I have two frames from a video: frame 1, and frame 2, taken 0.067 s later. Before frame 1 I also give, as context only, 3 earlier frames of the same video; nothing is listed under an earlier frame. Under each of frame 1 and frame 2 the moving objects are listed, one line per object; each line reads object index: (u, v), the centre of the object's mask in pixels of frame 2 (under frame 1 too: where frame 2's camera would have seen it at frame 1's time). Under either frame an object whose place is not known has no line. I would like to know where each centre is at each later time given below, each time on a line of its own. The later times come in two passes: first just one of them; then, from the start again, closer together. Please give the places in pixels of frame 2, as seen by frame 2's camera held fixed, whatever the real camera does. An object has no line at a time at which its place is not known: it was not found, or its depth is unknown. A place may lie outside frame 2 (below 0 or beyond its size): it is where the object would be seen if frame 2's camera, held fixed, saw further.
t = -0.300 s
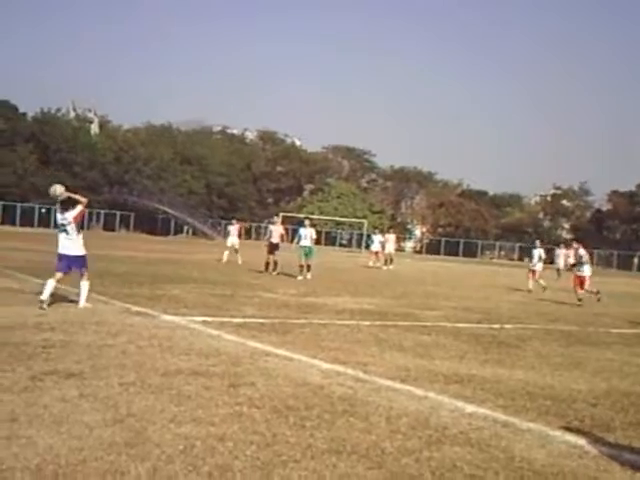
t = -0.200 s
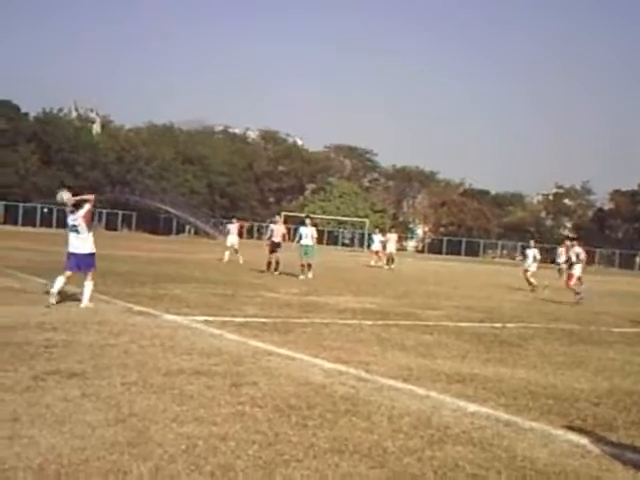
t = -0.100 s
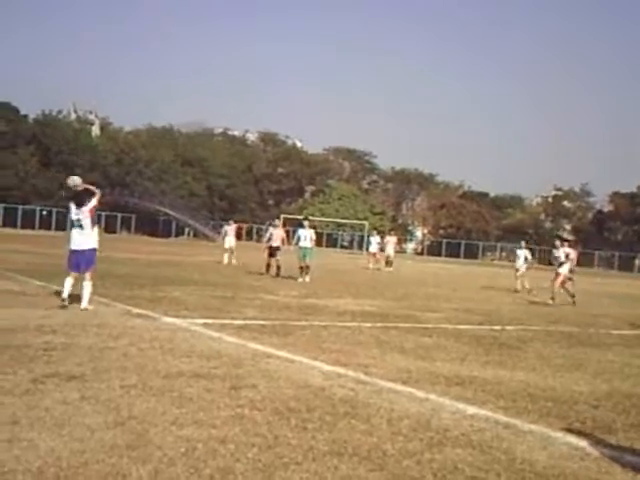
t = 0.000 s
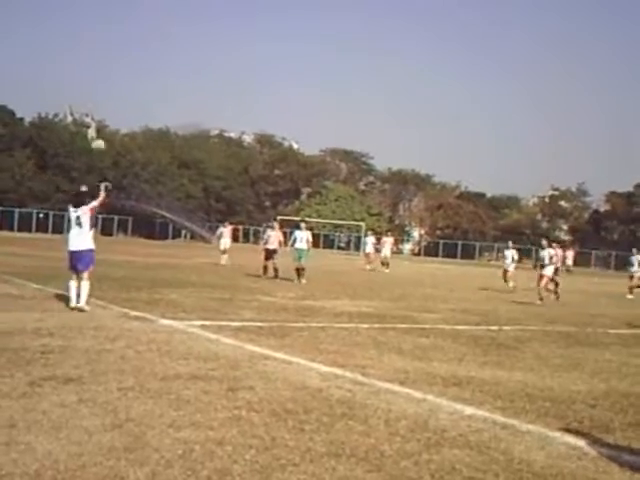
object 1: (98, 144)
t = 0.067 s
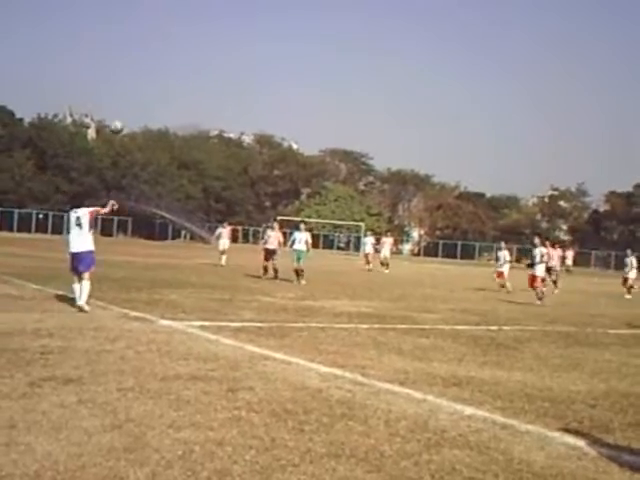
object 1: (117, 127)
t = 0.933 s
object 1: (283, 136)
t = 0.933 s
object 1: (283, 136)
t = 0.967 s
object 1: (284, 139)
